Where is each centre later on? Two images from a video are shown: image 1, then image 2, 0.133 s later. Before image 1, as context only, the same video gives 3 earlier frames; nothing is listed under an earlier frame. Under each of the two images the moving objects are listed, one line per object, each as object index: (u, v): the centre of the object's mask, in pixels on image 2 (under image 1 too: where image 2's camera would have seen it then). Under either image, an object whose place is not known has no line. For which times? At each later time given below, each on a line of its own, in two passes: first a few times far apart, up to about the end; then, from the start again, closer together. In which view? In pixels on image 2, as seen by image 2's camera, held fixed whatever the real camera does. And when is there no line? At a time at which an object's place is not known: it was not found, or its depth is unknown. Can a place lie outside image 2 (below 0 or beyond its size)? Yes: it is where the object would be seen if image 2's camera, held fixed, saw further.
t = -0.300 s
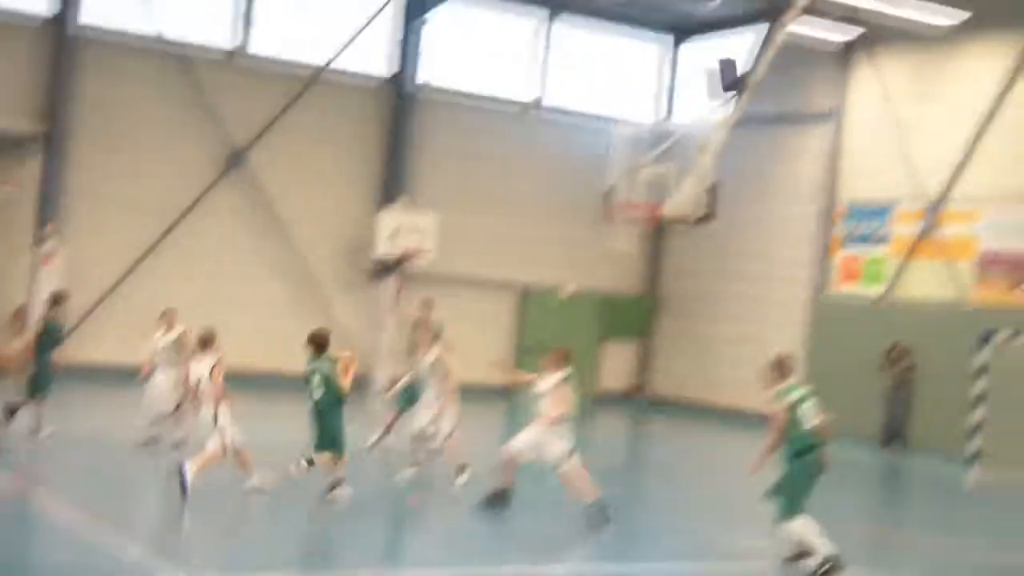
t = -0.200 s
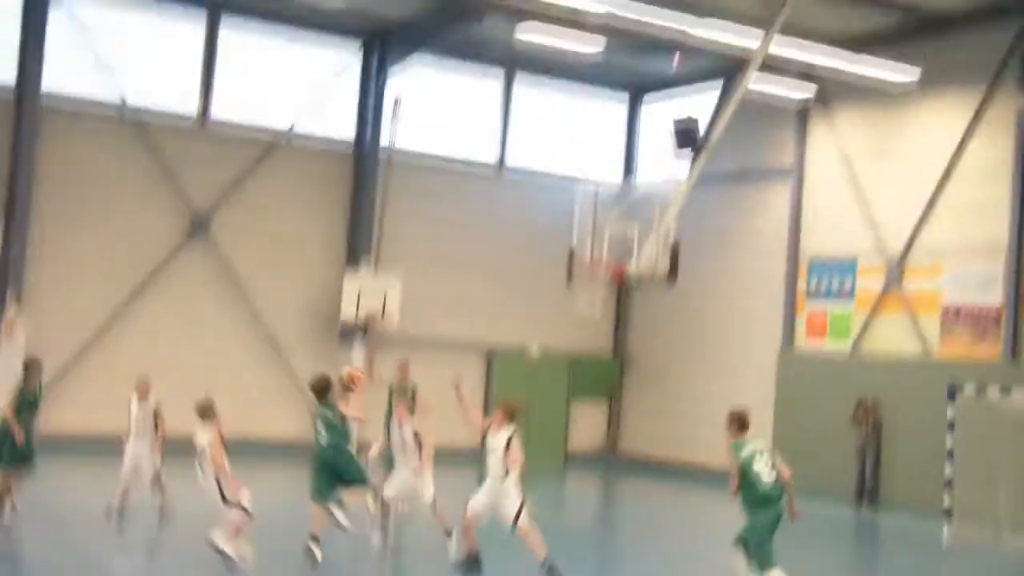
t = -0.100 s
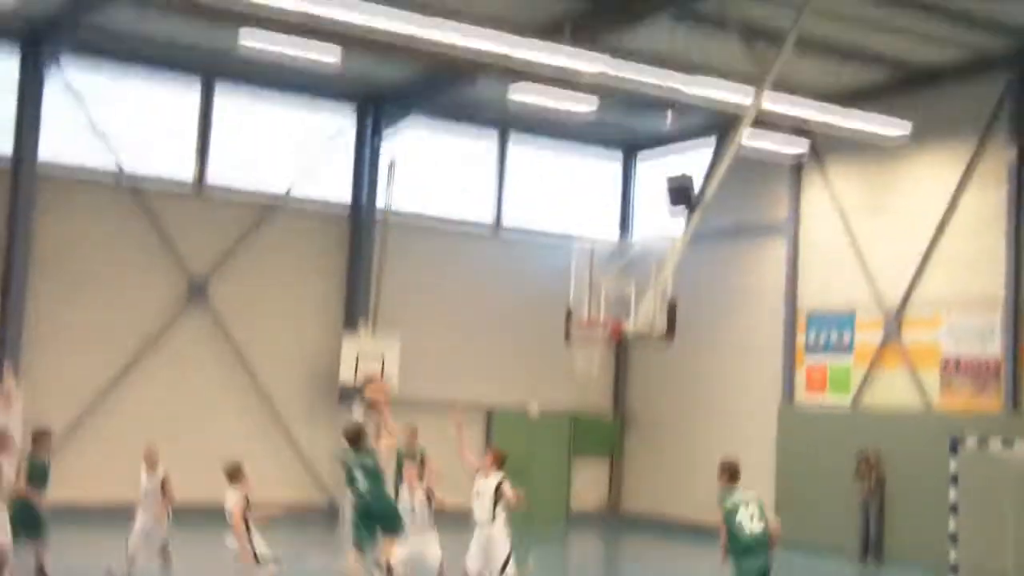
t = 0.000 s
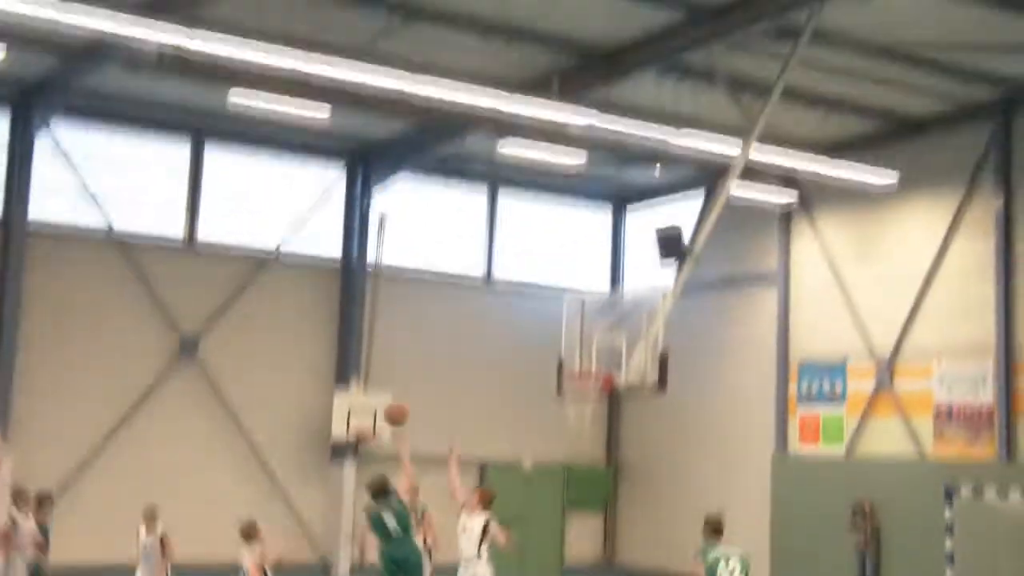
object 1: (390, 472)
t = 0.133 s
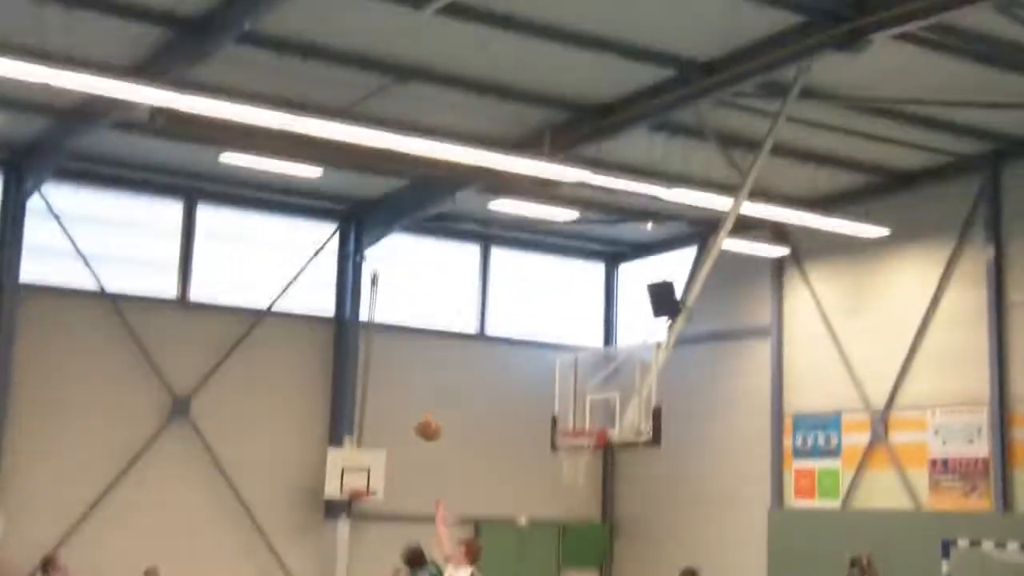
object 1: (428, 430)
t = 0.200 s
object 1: (446, 416)
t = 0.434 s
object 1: (504, 406)
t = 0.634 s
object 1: (543, 435)
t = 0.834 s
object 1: (575, 496)
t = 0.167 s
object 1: (437, 422)
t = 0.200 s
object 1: (446, 416)
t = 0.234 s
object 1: (456, 411)
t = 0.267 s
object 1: (464, 407)
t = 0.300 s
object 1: (471, 405)
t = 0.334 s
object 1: (479, 404)
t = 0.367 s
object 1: (488, 404)
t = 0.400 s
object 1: (496, 404)
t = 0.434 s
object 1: (504, 406)
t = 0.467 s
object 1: (511, 410)
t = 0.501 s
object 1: (518, 412)
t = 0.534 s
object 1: (526, 417)
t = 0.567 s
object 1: (532, 423)
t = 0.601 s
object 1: (538, 427)
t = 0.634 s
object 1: (543, 435)
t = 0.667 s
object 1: (550, 445)
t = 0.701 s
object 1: (554, 453)
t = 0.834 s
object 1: (575, 496)
